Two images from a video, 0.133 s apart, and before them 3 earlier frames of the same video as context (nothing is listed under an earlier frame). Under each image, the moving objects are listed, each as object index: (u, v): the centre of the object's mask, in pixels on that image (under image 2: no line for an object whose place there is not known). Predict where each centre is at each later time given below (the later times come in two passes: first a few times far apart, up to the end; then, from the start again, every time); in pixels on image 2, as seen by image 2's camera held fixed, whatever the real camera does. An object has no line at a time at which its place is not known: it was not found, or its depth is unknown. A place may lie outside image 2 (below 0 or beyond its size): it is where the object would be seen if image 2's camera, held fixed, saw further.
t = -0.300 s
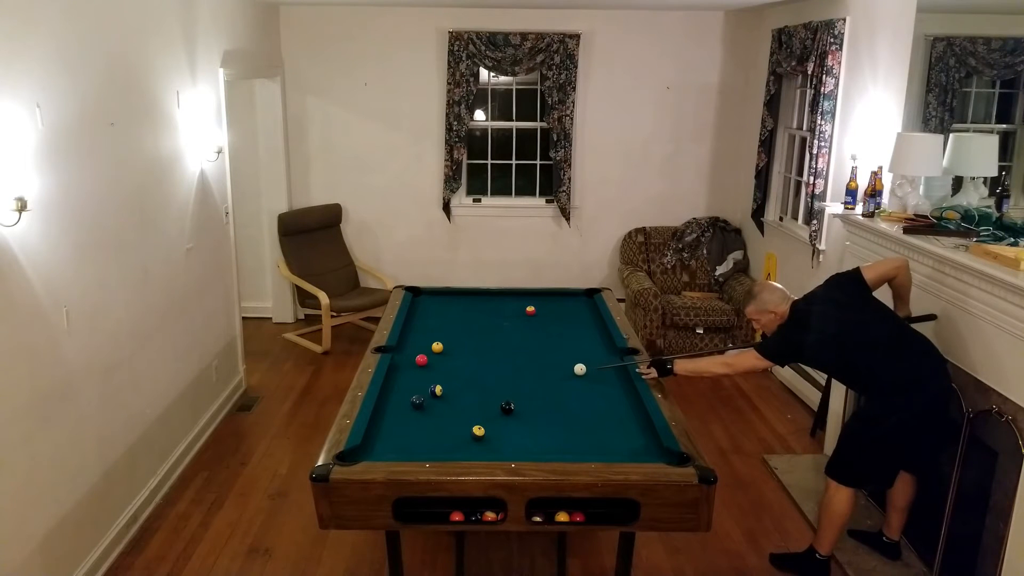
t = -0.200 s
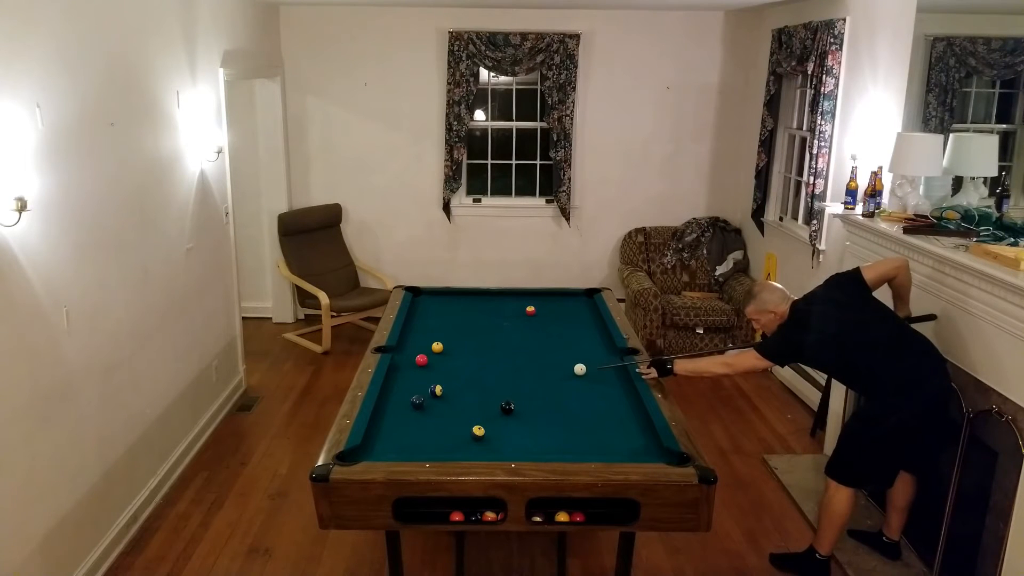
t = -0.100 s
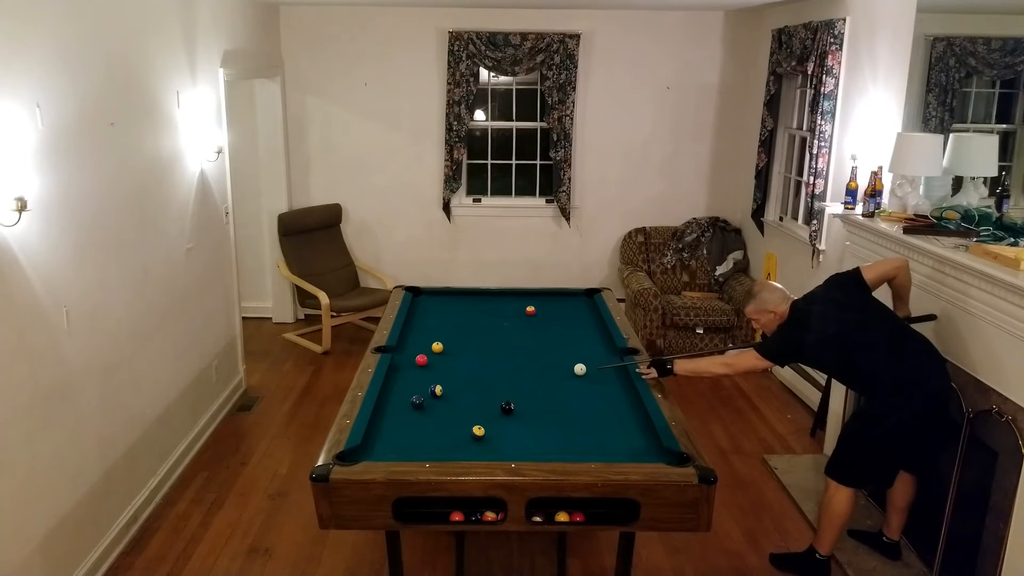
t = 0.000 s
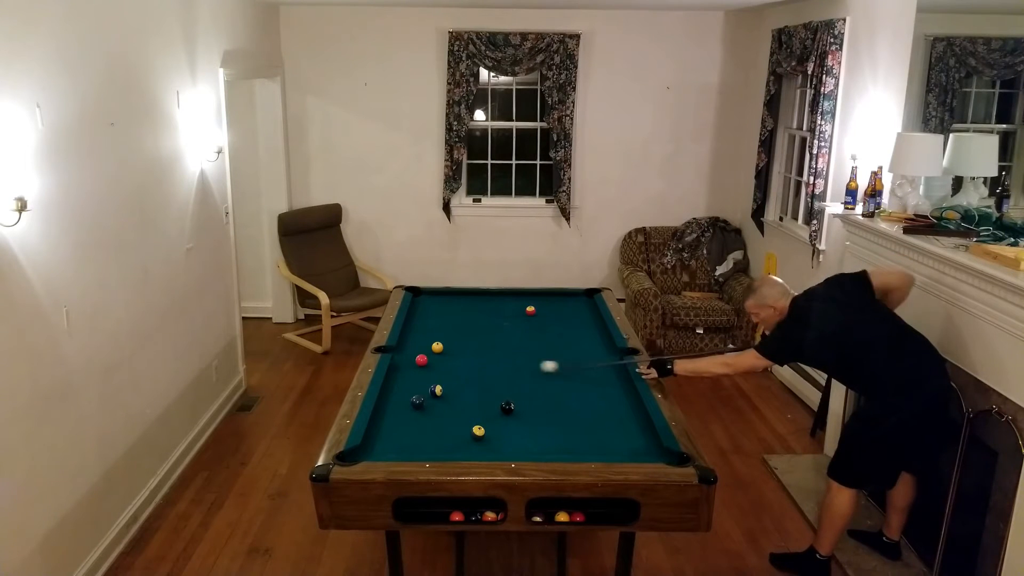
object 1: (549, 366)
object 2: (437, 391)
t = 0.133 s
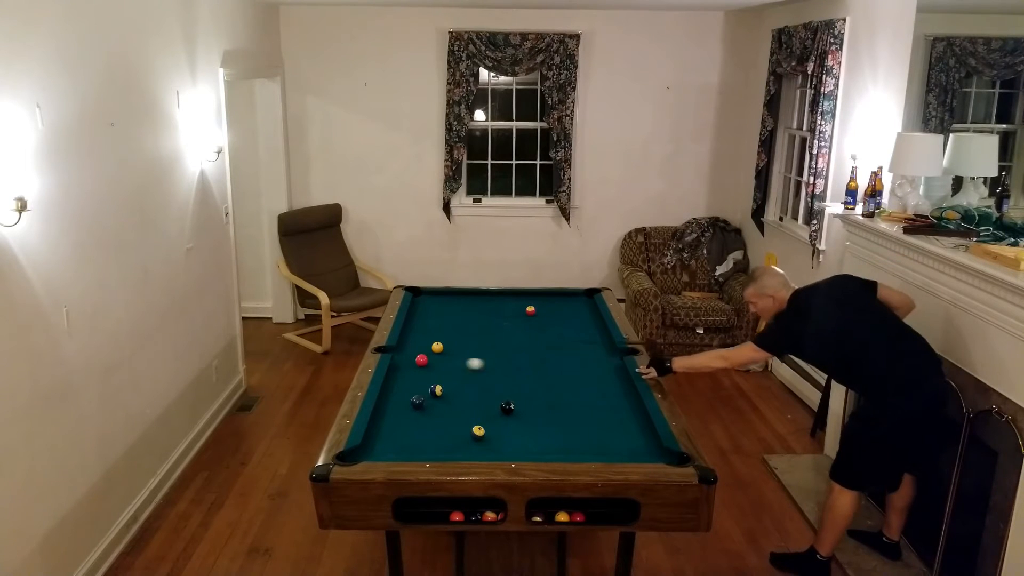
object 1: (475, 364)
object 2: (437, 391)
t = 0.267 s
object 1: (426, 364)
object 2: (437, 391)
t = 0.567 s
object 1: (403, 377)
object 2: (437, 391)
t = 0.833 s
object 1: (429, 385)
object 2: (438, 392)
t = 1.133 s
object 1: (443, 386)
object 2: (452, 401)
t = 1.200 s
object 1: (446, 387)
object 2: (455, 403)
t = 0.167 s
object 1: (458, 363)
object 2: (437, 391)
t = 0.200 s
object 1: (442, 362)
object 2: (437, 391)
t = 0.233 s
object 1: (430, 362)
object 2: (437, 391)
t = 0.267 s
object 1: (426, 364)
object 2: (437, 391)
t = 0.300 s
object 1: (421, 366)
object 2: (437, 391)
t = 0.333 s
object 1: (416, 368)
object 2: (437, 391)
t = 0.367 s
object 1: (411, 369)
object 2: (437, 391)
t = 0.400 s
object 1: (405, 371)
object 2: (437, 391)
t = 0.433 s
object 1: (398, 372)
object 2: (437, 391)
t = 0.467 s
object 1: (392, 373)
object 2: (437, 391)
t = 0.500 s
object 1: (395, 375)
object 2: (437, 391)
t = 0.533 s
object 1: (399, 376)
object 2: (437, 391)
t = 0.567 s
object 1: (403, 377)
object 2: (437, 391)
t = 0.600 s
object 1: (406, 379)
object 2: (437, 391)
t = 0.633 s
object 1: (410, 380)
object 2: (437, 391)
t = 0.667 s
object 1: (414, 381)
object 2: (437, 391)
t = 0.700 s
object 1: (417, 382)
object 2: (437, 391)
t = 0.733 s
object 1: (421, 383)
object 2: (436, 391)
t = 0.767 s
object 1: (424, 385)
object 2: (436, 391)
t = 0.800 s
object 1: (427, 385)
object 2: (437, 391)
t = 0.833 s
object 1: (429, 385)
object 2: (438, 392)
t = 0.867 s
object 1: (431, 386)
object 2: (440, 393)
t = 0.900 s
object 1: (432, 386)
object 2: (442, 394)
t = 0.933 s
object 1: (434, 386)
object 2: (443, 395)
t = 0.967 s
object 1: (436, 386)
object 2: (444, 395)
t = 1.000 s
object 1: (437, 386)
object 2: (445, 396)
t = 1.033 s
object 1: (439, 386)
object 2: (447, 398)
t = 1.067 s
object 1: (440, 386)
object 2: (449, 399)
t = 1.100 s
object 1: (442, 386)
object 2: (450, 401)
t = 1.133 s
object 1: (443, 386)
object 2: (452, 401)
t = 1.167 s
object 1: (445, 386)
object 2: (454, 402)
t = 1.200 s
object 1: (446, 387)
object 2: (455, 403)
